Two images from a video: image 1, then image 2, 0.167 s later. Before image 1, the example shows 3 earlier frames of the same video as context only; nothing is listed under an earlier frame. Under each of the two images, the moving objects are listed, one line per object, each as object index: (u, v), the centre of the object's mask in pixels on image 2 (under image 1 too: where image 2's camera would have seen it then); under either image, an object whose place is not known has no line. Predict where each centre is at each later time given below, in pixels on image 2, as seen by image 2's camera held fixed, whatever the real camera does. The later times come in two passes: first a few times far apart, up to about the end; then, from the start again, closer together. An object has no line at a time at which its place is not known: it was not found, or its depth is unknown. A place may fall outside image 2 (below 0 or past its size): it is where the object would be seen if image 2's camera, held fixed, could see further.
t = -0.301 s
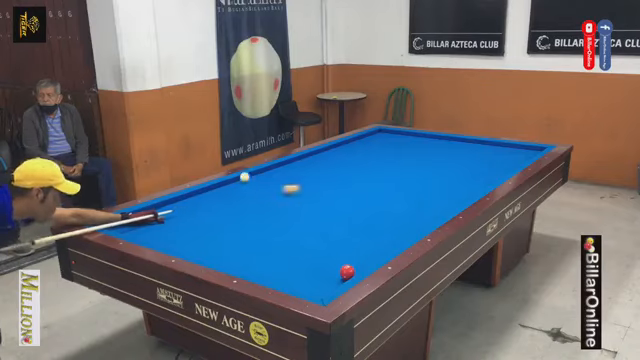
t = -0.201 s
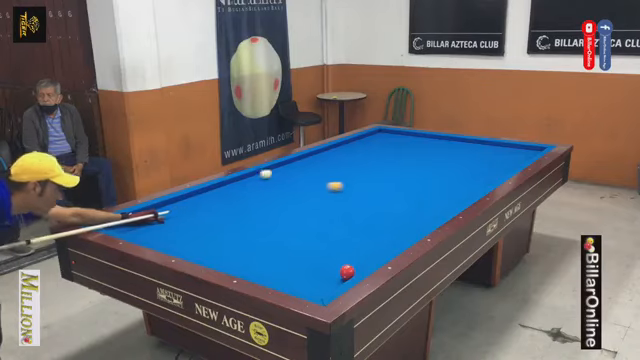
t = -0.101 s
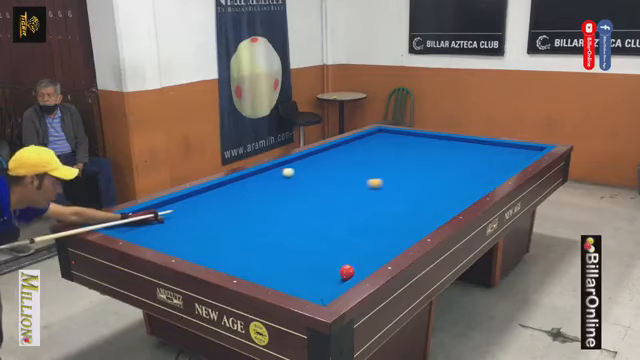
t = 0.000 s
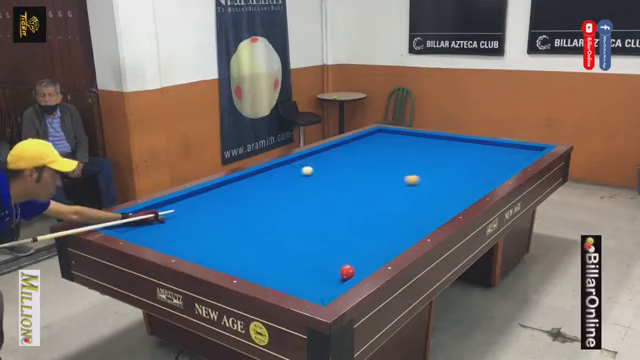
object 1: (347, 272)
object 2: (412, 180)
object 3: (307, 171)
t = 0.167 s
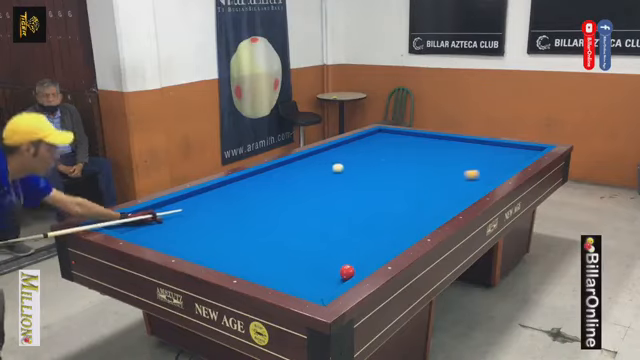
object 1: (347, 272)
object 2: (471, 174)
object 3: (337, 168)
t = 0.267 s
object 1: (347, 272)
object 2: (505, 171)
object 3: (355, 166)
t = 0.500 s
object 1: (347, 272)
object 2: (495, 152)
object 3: (396, 162)
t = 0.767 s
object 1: (347, 272)
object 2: (466, 144)
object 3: (439, 158)
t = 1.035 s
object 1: (347, 272)
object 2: (409, 148)
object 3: (481, 154)
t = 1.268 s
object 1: (347, 272)
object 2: (362, 150)
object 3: (517, 151)
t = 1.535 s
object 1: (347, 272)
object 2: (312, 154)
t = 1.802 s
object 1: (346, 272)
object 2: (310, 166)
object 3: (525, 149)
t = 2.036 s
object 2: (306, 177)
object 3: (516, 150)
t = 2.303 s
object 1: (347, 272)
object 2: (301, 193)
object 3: (506, 151)
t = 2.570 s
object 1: (347, 272)
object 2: (294, 210)
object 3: (496, 153)
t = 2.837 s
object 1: (347, 272)
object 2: (287, 232)
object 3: (487, 154)
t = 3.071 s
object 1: (347, 272)
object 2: (279, 254)
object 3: (479, 155)
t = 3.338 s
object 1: (347, 272)
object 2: (283, 277)
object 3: (470, 156)
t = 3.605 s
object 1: (352, 270)
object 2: (334, 276)
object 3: (462, 157)
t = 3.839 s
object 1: (355, 263)
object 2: (343, 275)
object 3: (455, 158)
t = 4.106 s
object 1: (355, 254)
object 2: (340, 270)
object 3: (447, 159)
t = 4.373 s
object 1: (354, 246)
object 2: (337, 264)
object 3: (440, 160)
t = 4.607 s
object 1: (354, 240)
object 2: (335, 260)
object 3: (433, 161)
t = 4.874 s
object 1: (354, 234)
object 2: (333, 255)
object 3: (426, 161)
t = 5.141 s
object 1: (353, 228)
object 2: (331, 251)
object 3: (420, 162)
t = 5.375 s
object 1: (353, 223)
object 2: (329, 248)
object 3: (415, 163)
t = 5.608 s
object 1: (353, 219)
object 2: (328, 246)
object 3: (409, 164)
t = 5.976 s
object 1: (353, 213)
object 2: (326, 241)
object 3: (403, 165)
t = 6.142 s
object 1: (353, 210)
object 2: (325, 240)
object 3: (399, 165)
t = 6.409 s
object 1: (353, 207)
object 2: (324, 237)
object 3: (395, 166)
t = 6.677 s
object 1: (353, 203)
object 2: (323, 235)
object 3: (391, 166)
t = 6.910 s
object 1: (353, 201)
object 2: (322, 234)
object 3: (387, 166)
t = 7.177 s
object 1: (353, 198)
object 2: (322, 232)
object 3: (384, 167)
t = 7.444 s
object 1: (353, 195)
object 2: (321, 231)
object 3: (381, 167)
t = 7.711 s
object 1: (353, 193)
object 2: (320, 230)
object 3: (379, 168)
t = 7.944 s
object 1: (353, 191)
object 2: (320, 229)
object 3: (377, 168)
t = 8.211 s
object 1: (353, 189)
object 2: (320, 229)
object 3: (375, 168)
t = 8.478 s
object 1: (353, 187)
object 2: (320, 229)
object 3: (373, 169)
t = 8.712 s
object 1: (353, 186)
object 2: (320, 229)
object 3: (372, 169)
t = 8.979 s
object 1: (353, 184)
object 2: (320, 229)
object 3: (372, 169)
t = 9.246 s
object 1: (353, 182)
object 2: (320, 229)
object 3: (371, 169)
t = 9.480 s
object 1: (353, 181)
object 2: (320, 229)
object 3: (371, 169)
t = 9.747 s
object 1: (353, 180)
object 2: (320, 229)
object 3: (372, 169)
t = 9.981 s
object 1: (353, 179)
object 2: (320, 229)
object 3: (372, 169)
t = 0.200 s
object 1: (347, 272)
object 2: (483, 174)
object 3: (343, 167)
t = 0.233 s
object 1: (347, 272)
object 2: (494, 172)
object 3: (349, 167)
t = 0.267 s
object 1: (347, 272)
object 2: (505, 171)
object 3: (355, 166)
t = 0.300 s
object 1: (347, 272)
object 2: (505, 168)
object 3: (361, 165)
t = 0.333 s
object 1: (347, 272)
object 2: (503, 165)
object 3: (367, 165)
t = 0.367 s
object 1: (347, 272)
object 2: (501, 162)
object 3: (373, 164)
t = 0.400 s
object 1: (347, 272)
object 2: (498, 159)
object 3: (378, 164)
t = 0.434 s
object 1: (347, 272)
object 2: (497, 157)
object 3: (384, 164)
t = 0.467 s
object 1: (347, 272)
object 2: (496, 154)
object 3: (390, 163)
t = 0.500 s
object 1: (347, 272)
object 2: (495, 152)
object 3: (396, 162)
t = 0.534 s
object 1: (347, 272)
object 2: (494, 150)
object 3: (401, 162)
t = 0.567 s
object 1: (347, 272)
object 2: (494, 148)
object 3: (407, 161)
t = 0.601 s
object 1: (347, 272)
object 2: (493, 145)
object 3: (412, 161)
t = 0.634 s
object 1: (347, 272)
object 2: (493, 143)
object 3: (418, 160)
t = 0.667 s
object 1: (347, 272)
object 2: (489, 142)
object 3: (423, 160)
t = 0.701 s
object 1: (347, 272)
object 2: (481, 143)
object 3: (428, 159)
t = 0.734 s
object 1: (347, 272)
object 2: (473, 144)
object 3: (434, 159)
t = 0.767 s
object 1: (347, 272)
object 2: (466, 144)
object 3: (439, 158)
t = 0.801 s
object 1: (347, 272)
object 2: (458, 145)
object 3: (445, 158)
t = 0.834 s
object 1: (347, 272)
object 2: (451, 145)
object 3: (450, 157)
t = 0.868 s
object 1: (347, 272)
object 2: (444, 146)
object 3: (455, 157)
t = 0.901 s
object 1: (347, 272)
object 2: (437, 147)
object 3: (461, 157)
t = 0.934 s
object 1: (347, 272)
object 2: (430, 147)
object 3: (466, 156)
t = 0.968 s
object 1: (347, 272)
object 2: (423, 147)
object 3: (471, 156)
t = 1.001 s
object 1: (347, 272)
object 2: (416, 147)
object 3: (476, 155)
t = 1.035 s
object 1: (347, 272)
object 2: (409, 148)
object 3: (481, 154)
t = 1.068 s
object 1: (347, 272)
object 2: (403, 148)
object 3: (486, 154)
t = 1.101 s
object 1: (347, 272)
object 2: (396, 148)
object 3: (491, 154)
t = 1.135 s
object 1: (347, 272)
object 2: (389, 149)
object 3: (497, 153)
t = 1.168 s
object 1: (347, 272)
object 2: (382, 149)
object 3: (501, 153)
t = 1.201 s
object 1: (347, 272)
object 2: (376, 149)
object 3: (506, 152)
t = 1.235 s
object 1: (347, 272)
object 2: (369, 150)
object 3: (511, 152)
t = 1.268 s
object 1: (347, 272)
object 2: (362, 150)
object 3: (517, 151)
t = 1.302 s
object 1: (347, 272)
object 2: (355, 150)
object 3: (521, 151)
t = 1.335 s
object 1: (347, 272)
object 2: (348, 151)
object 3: (526, 150)
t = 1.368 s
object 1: (347, 272)
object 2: (341, 151)
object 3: (531, 150)
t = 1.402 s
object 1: (347, 272)
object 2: (335, 151)
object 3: (534, 149)
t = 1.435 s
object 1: (347, 272)
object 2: (328, 152)
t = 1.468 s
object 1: (347, 272)
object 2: (321, 152)
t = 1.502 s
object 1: (347, 272)
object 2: (314, 153)
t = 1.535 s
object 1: (347, 272)
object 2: (312, 154)
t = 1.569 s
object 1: (347, 272)
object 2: (313, 155)
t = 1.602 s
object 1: (347, 272)
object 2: (313, 157)
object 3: (532, 148)
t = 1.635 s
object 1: (347, 272)
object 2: (312, 158)
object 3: (531, 148)
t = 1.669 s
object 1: (347, 272)
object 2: (312, 160)
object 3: (530, 148)
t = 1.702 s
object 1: (347, 272)
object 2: (312, 161)
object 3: (529, 148)
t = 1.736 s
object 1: (347, 272)
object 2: (311, 163)
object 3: (527, 149)
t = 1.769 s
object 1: (347, 272)
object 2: (311, 164)
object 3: (526, 149)
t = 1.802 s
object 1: (346, 272)
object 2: (310, 166)
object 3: (525, 149)
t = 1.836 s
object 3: (524, 149)
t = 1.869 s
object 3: (522, 149)
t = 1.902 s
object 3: (521, 150)
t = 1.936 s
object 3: (520, 150)
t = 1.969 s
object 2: (308, 173)
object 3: (519, 150)
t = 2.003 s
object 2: (307, 175)
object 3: (517, 150)
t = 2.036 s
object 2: (306, 177)
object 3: (516, 150)
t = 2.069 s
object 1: (347, 272)
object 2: (306, 179)
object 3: (515, 150)
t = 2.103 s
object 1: (347, 272)
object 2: (305, 181)
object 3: (514, 151)
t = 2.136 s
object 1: (347, 272)
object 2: (304, 183)
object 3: (512, 150)
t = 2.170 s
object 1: (347, 272)
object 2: (304, 185)
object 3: (511, 151)
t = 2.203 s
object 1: (347, 272)
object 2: (303, 186)
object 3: (510, 151)
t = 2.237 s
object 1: (347, 272)
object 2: (302, 189)
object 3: (508, 151)
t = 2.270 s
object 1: (347, 272)
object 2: (302, 191)
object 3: (507, 151)
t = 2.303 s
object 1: (347, 272)
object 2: (301, 193)
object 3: (506, 151)
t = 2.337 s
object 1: (347, 272)
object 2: (300, 195)
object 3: (505, 151)
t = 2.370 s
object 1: (347, 272)
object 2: (299, 197)
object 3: (503, 152)
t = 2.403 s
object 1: (347, 272)
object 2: (298, 199)
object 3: (502, 152)
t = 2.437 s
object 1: (347, 272)
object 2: (298, 201)
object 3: (501, 152)
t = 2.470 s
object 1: (347, 272)
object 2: (297, 203)
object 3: (500, 152)
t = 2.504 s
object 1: (347, 272)
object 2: (296, 206)
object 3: (499, 152)
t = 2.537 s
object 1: (347, 272)
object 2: (295, 208)
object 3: (498, 153)
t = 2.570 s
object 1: (347, 272)
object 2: (294, 210)
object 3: (496, 153)
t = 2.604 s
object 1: (347, 272)
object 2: (294, 213)
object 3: (495, 153)
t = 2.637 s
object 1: (347, 272)
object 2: (293, 215)
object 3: (494, 153)
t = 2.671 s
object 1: (347, 272)
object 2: (292, 218)
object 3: (493, 153)
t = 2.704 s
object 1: (347, 272)
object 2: (291, 220)
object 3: (492, 153)
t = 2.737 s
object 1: (347, 272)
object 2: (290, 223)
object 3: (490, 153)
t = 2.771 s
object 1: (347, 272)
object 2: (289, 226)
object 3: (489, 153)
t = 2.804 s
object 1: (347, 272)
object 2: (288, 229)
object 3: (488, 154)
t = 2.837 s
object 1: (347, 272)
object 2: (287, 232)
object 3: (487, 154)
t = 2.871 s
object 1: (347, 272)
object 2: (286, 235)
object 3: (486, 154)
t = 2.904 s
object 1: (347, 272)
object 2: (285, 238)
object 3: (485, 154)
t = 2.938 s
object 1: (347, 272)
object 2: (284, 241)
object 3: (484, 154)
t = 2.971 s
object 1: (347, 272)
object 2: (283, 244)
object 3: (482, 154)
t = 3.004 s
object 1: (347, 272)
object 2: (281, 247)
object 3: (481, 155)
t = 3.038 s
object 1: (347, 272)
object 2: (280, 251)
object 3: (480, 155)
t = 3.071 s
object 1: (347, 272)
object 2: (279, 254)
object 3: (479, 155)
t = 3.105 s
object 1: (347, 272)
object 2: (278, 258)
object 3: (478, 155)
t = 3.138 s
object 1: (347, 272)
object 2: (276, 262)
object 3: (477, 155)
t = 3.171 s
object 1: (347, 272)
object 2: (275, 265)
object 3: (476, 155)
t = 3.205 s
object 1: (347, 272)
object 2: (274, 269)
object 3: (475, 155)
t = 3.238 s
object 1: (347, 272)
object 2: (272, 273)
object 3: (474, 155)
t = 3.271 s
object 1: (347, 272)
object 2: (271, 275)
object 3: (473, 156)
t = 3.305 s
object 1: (347, 272)
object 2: (275, 277)
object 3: (472, 156)
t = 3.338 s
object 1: (347, 272)
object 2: (283, 277)
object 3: (470, 156)
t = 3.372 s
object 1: (347, 272)
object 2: (291, 277)
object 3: (470, 156)
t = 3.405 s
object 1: (347, 272)
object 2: (298, 277)
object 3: (468, 156)
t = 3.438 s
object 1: (347, 272)
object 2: (306, 277)
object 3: (467, 156)
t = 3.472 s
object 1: (347, 272)
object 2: (312, 276)
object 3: (466, 156)
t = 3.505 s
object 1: (347, 272)
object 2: (320, 276)
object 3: (465, 157)
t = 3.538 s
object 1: (347, 272)
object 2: (327, 276)
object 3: (464, 157)
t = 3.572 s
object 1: (347, 271)
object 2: (333, 276)
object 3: (463, 157)
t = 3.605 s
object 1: (352, 270)
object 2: (334, 276)
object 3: (462, 157)
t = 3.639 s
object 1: (355, 269)
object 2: (336, 276)
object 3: (461, 157)
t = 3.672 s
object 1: (356, 268)
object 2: (338, 277)
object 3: (460, 157)
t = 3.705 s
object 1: (356, 267)
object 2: (340, 277)
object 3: (459, 157)
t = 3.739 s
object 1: (356, 266)
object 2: (342, 277)
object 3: (458, 157)
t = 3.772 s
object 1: (356, 265)
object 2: (343, 277)
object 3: (457, 158)
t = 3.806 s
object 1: (356, 264)
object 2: (343, 276)
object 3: (456, 158)
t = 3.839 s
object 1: (355, 263)
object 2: (343, 275)
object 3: (455, 158)
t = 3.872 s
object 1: (356, 261)
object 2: (342, 275)
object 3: (454, 158)
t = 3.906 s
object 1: (356, 261)
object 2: (342, 274)
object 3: (453, 158)
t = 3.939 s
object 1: (355, 259)
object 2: (342, 273)
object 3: (452, 158)
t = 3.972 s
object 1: (355, 258)
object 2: (342, 273)
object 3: (451, 158)
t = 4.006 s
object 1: (355, 257)
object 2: (341, 272)
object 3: (450, 159)
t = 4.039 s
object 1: (355, 256)
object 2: (341, 271)
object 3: (449, 158)
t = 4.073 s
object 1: (355, 255)
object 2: (340, 271)
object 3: (448, 159)
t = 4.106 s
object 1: (355, 254)
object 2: (340, 270)
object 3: (447, 159)
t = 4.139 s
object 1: (355, 253)
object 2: (340, 269)
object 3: (446, 159)
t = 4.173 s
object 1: (355, 252)
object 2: (339, 268)
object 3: (445, 159)
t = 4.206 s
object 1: (355, 251)
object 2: (339, 268)
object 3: (444, 159)
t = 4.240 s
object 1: (355, 250)
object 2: (338, 267)
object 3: (443, 159)
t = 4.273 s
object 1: (355, 249)
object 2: (338, 266)
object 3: (443, 159)
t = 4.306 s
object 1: (355, 248)
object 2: (338, 266)
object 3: (442, 160)
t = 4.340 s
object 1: (354, 247)
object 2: (337, 265)
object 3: (441, 160)
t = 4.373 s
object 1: (354, 246)
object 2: (337, 264)
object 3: (440, 160)
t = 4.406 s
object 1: (354, 245)
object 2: (337, 264)
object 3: (439, 160)
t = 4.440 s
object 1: (354, 245)
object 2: (336, 263)
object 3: (438, 160)
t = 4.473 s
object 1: (354, 244)
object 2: (336, 262)
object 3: (437, 160)
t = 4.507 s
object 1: (354, 243)
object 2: (336, 262)
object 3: (436, 160)
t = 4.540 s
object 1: (354, 242)
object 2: (335, 261)
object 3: (435, 160)
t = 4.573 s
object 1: (354, 241)
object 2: (335, 261)
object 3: (434, 160)
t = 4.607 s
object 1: (354, 240)
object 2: (335, 260)
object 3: (433, 161)
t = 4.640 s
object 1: (354, 240)
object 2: (334, 259)
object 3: (432, 161)
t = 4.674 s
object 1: (354, 239)
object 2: (334, 259)
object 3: (432, 161)
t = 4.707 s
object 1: (354, 238)
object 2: (334, 258)
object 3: (431, 161)
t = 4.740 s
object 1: (354, 237)
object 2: (334, 258)
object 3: (430, 161)
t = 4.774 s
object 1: (354, 236)
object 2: (333, 257)
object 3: (429, 161)
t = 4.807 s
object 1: (354, 235)
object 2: (333, 256)
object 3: (428, 161)
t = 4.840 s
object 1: (354, 235)
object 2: (333, 256)
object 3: (427, 161)
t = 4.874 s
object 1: (354, 234)
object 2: (333, 255)
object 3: (426, 161)
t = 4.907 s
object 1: (354, 233)
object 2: (332, 255)
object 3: (426, 161)
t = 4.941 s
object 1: (354, 232)
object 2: (332, 254)
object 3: (425, 162)
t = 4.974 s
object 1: (353, 232)
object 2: (332, 254)
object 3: (424, 162)
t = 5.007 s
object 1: (353, 231)
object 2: (332, 253)
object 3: (423, 162)
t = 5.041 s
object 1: (354, 230)
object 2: (331, 253)
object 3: (422, 162)
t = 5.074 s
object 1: (353, 230)
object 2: (331, 252)
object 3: (422, 162)
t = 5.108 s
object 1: (353, 229)
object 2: (331, 252)
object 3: (421, 162)
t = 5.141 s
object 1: (353, 228)
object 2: (331, 251)
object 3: (420, 162)
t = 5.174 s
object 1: (353, 227)
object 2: (330, 251)
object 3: (419, 162)
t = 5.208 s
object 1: (353, 227)
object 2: (330, 250)
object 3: (418, 162)
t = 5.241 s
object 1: (353, 226)
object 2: (330, 250)
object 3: (418, 162)
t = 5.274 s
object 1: (353, 225)
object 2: (329, 249)
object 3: (417, 163)
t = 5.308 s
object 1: (353, 225)
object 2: (329, 249)
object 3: (416, 163)
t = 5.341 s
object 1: (353, 224)
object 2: (329, 248)
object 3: (415, 163)
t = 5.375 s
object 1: (353, 223)
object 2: (329, 248)
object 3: (415, 163)
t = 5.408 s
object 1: (353, 223)
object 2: (329, 248)
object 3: (414, 163)
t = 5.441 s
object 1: (353, 222)
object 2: (328, 248)
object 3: (413, 163)
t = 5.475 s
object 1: (353, 222)
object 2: (328, 247)
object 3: (412, 163)
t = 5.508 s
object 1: (353, 221)
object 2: (328, 247)
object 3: (412, 163)
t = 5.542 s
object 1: (353, 220)
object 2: (328, 246)
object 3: (411, 163)
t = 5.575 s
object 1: (353, 220)
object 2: (328, 246)
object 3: (410, 164)
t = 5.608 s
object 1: (353, 219)
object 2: (328, 246)
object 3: (409, 164)
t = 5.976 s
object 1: (353, 213)
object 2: (326, 241)
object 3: (403, 165)
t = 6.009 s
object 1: (353, 212)
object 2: (326, 241)
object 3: (402, 165)
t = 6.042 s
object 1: (353, 212)
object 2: (326, 241)
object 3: (401, 165)
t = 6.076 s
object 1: (353, 212)
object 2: (326, 240)
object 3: (400, 165)
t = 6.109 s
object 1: (353, 211)
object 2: (326, 240)
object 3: (400, 165)
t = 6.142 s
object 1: (353, 210)
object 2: (325, 240)
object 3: (399, 165)
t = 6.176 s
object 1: (353, 210)
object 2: (325, 239)
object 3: (399, 165)
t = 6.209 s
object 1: (353, 210)
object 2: (325, 239)
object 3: (398, 165)
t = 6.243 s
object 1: (353, 209)
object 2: (325, 239)
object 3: (398, 165)
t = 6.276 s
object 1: (353, 209)
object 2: (325, 239)
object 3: (397, 165)
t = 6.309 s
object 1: (353, 208)
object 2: (324, 238)
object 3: (396, 165)
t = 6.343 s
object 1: (353, 208)
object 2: (324, 238)
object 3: (396, 165)
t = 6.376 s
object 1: (353, 207)
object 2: (324, 238)
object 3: (395, 165)
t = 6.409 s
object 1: (353, 207)
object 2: (324, 237)
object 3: (395, 166)
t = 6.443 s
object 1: (353, 206)
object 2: (324, 237)
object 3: (394, 166)
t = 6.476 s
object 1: (353, 206)
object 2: (324, 237)
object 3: (394, 166)
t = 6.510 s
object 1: (353, 205)
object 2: (324, 237)
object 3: (393, 166)
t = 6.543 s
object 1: (353, 205)
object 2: (324, 236)
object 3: (393, 166)
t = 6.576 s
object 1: (353, 205)
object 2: (323, 236)
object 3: (392, 166)
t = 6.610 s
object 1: (353, 204)
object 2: (324, 236)
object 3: (392, 166)
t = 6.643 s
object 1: (353, 204)
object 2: (323, 236)
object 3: (391, 166)
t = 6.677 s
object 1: (353, 203)
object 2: (323, 235)
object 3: (391, 166)
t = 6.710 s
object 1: (353, 203)
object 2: (323, 235)
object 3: (390, 166)
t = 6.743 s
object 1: (353, 202)
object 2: (323, 235)
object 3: (390, 166)
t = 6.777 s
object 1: (353, 202)
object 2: (323, 235)
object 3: (389, 166)
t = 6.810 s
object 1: (353, 202)
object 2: (323, 234)
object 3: (388, 166)
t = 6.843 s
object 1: (353, 201)
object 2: (323, 234)
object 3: (388, 166)
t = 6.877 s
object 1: (353, 201)
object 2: (323, 234)
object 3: (388, 166)
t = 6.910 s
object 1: (353, 201)
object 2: (322, 234)
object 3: (387, 166)
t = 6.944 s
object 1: (353, 200)
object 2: (322, 233)
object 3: (387, 167)
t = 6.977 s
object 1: (353, 200)
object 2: (322, 233)
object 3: (386, 167)
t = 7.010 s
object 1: (353, 200)
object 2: (322, 233)
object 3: (386, 167)
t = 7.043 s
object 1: (353, 199)
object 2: (322, 233)
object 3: (386, 167)
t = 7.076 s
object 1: (353, 199)
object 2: (322, 233)
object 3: (385, 167)
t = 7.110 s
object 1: (353, 198)
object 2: (322, 233)
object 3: (385, 167)
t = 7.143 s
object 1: (353, 198)
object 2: (322, 232)
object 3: (385, 167)
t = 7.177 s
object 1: (353, 198)
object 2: (322, 232)
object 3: (384, 167)
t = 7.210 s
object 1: (353, 197)
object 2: (322, 232)
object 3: (384, 167)
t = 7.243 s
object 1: (353, 197)
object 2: (322, 232)
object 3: (383, 167)
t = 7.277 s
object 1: (353, 197)
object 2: (322, 232)
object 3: (383, 167)
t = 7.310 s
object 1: (353, 196)
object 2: (321, 231)
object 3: (383, 167)
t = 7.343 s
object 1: (353, 196)
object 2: (321, 231)
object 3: (382, 167)
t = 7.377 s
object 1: (353, 196)
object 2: (321, 231)
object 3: (382, 167)
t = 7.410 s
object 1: (353, 196)
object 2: (321, 231)
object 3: (381, 167)
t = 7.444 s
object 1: (353, 195)
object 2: (321, 231)
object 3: (381, 167)
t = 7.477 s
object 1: (353, 195)
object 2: (321, 231)
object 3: (381, 167)
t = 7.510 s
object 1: (353, 194)
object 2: (321, 231)
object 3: (380, 167)
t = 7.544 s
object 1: (353, 194)
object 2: (321, 230)
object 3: (380, 167)
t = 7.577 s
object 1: (353, 194)
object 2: (321, 230)
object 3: (380, 168)
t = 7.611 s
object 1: (353, 194)
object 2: (321, 230)
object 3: (379, 168)
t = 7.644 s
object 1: (353, 193)
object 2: (321, 230)
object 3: (379, 168)
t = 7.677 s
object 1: (353, 193)
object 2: (321, 230)
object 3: (379, 168)
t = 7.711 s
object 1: (353, 193)
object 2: (320, 230)
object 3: (379, 168)
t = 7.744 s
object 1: (353, 192)
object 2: (320, 230)
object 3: (378, 168)
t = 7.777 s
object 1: (353, 192)
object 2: (320, 230)
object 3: (378, 168)
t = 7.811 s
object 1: (353, 192)
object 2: (320, 230)
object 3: (378, 168)
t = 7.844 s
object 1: (353, 192)
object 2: (320, 230)
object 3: (377, 168)
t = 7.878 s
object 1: (353, 191)
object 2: (320, 230)
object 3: (377, 168)
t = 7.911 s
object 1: (353, 191)
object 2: (320, 229)
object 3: (377, 168)
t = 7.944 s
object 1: (353, 191)
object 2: (320, 229)
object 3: (377, 168)
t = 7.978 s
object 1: (353, 190)
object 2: (320, 229)
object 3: (376, 168)
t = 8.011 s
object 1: (353, 190)
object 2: (320, 229)
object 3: (376, 168)
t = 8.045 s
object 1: (353, 190)
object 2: (320, 229)
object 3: (376, 168)
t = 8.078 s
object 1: (353, 190)
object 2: (320, 229)
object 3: (376, 168)
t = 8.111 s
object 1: (353, 189)
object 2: (320, 229)
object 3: (375, 168)
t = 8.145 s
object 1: (353, 189)
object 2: (320, 229)
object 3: (375, 168)
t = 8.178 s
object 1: (353, 189)
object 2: (320, 229)
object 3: (375, 168)
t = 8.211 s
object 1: (353, 189)
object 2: (320, 229)
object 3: (375, 168)
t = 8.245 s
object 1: (353, 188)
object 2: (320, 229)
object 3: (374, 168)
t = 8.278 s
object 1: (353, 188)
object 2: (320, 229)
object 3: (374, 168)
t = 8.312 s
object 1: (353, 187)
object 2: (320, 229)
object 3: (374, 168)
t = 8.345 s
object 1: (353, 187)
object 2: (320, 229)
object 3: (374, 168)
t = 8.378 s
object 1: (353, 187)
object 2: (320, 229)
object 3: (374, 168)
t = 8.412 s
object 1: (353, 187)
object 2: (320, 229)
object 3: (373, 169)
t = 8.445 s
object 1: (353, 187)
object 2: (320, 229)
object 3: (373, 169)
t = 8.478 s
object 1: (353, 187)
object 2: (320, 229)
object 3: (373, 169)
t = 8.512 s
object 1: (353, 187)
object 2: (320, 229)
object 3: (373, 168)
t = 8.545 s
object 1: (353, 186)
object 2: (320, 229)
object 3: (373, 168)
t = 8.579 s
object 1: (353, 186)
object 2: (320, 229)
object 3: (373, 168)
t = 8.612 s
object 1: (353, 186)
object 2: (320, 229)
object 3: (373, 169)
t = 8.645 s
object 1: (353, 186)
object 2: (320, 229)
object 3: (373, 169)
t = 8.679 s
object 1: (353, 186)
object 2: (320, 229)
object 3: (373, 169)
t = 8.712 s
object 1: (353, 186)
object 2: (320, 229)
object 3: (372, 169)
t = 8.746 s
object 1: (353, 185)
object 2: (320, 229)
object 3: (372, 169)
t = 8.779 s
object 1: (353, 185)
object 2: (320, 229)
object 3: (372, 169)
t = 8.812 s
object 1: (353, 185)
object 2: (320, 229)
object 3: (372, 169)
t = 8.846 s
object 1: (353, 184)
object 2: (320, 229)
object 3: (372, 169)
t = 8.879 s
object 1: (353, 184)
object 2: (320, 229)
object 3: (372, 169)
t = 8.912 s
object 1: (353, 184)
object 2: (320, 229)
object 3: (372, 169)
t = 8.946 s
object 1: (353, 184)
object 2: (320, 229)
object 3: (372, 169)
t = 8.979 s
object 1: (353, 184)
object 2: (320, 229)
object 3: (372, 169)
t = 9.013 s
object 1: (353, 184)
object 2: (320, 229)
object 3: (372, 169)
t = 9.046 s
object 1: (353, 184)
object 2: (320, 229)
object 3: (372, 169)
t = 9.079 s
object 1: (353, 183)
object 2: (320, 229)
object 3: (371, 169)
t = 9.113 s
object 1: (354, 183)
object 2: (320, 229)
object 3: (371, 169)
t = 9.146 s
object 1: (353, 182)
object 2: (320, 229)
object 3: (371, 169)
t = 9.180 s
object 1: (353, 182)
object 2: (320, 229)
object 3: (371, 169)
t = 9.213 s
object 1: (353, 182)
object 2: (320, 229)
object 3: (371, 169)
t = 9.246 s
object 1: (353, 182)
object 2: (320, 229)
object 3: (371, 169)
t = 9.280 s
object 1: (353, 182)
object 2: (320, 229)
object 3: (371, 169)
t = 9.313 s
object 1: (354, 182)
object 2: (320, 229)
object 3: (371, 169)
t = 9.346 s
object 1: (354, 182)
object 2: (320, 229)
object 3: (371, 169)
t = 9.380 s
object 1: (354, 182)
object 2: (320, 229)
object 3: (371, 169)
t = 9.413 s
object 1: (353, 182)
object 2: (320, 229)
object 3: (371, 169)
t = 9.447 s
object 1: (353, 181)
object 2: (320, 229)
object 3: (371, 169)
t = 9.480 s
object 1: (353, 181)
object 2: (320, 229)
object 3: (371, 169)
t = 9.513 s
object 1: (353, 181)
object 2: (320, 229)
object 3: (371, 169)
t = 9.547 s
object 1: (353, 181)
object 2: (320, 229)
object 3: (371, 169)
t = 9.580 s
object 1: (353, 181)
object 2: (320, 229)
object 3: (372, 169)
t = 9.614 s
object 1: (353, 181)
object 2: (320, 229)
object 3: (372, 169)
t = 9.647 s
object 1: (353, 181)
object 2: (320, 229)
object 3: (372, 169)
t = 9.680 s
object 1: (353, 180)
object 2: (320, 229)
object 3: (371, 169)
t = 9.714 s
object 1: (353, 180)
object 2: (320, 229)
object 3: (372, 169)
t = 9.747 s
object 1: (353, 180)
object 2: (320, 229)
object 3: (372, 169)
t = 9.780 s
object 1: (353, 180)
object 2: (320, 229)
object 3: (372, 169)
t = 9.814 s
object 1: (353, 180)
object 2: (320, 229)
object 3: (372, 169)
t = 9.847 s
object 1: (353, 180)
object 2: (320, 229)
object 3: (372, 169)
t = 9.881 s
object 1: (353, 180)
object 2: (320, 229)
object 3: (372, 169)
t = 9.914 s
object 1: (353, 180)
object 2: (320, 229)
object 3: (372, 169)
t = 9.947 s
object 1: (353, 179)
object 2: (320, 229)
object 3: (372, 169)
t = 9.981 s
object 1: (353, 179)
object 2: (320, 229)
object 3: (372, 169)
